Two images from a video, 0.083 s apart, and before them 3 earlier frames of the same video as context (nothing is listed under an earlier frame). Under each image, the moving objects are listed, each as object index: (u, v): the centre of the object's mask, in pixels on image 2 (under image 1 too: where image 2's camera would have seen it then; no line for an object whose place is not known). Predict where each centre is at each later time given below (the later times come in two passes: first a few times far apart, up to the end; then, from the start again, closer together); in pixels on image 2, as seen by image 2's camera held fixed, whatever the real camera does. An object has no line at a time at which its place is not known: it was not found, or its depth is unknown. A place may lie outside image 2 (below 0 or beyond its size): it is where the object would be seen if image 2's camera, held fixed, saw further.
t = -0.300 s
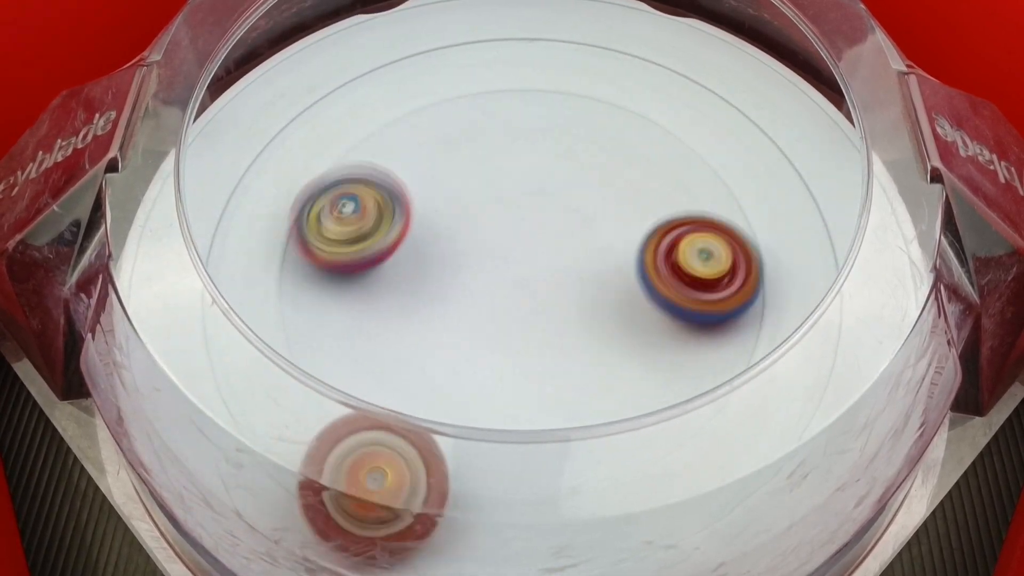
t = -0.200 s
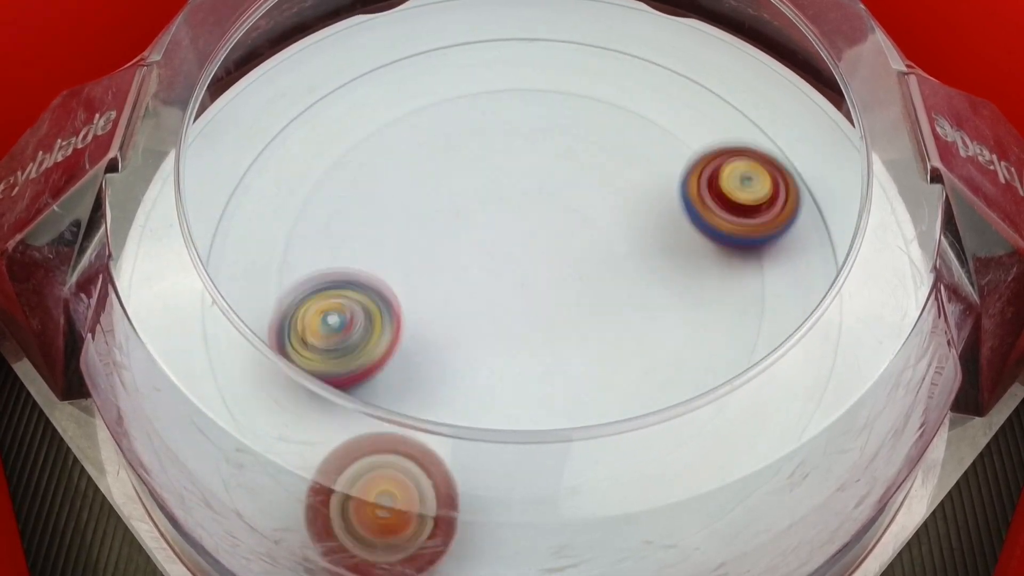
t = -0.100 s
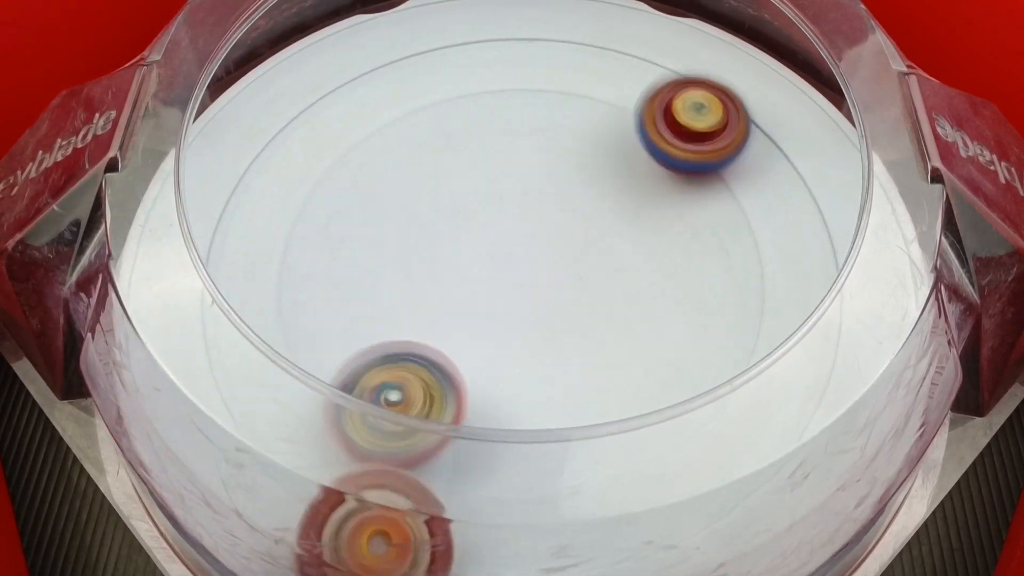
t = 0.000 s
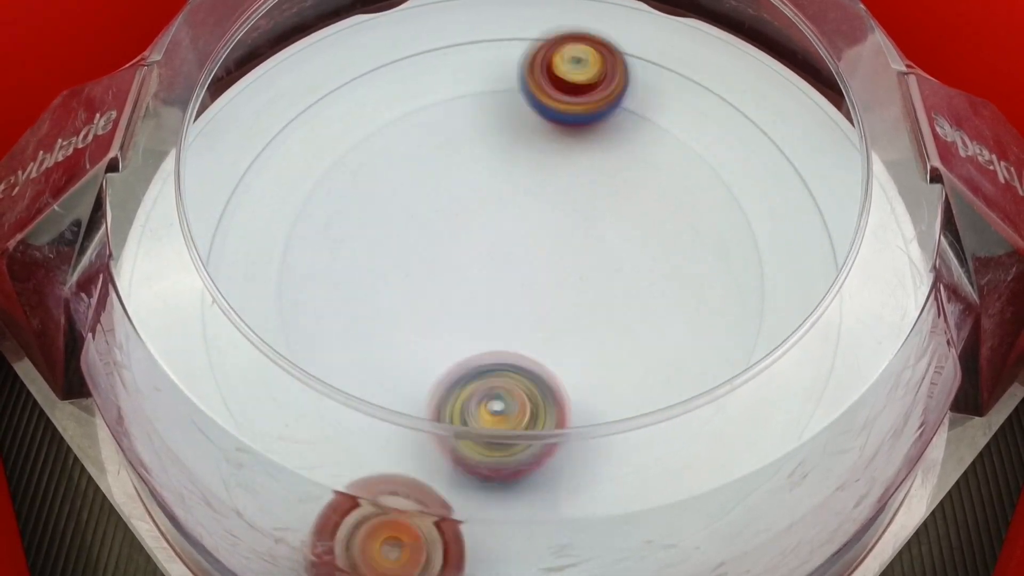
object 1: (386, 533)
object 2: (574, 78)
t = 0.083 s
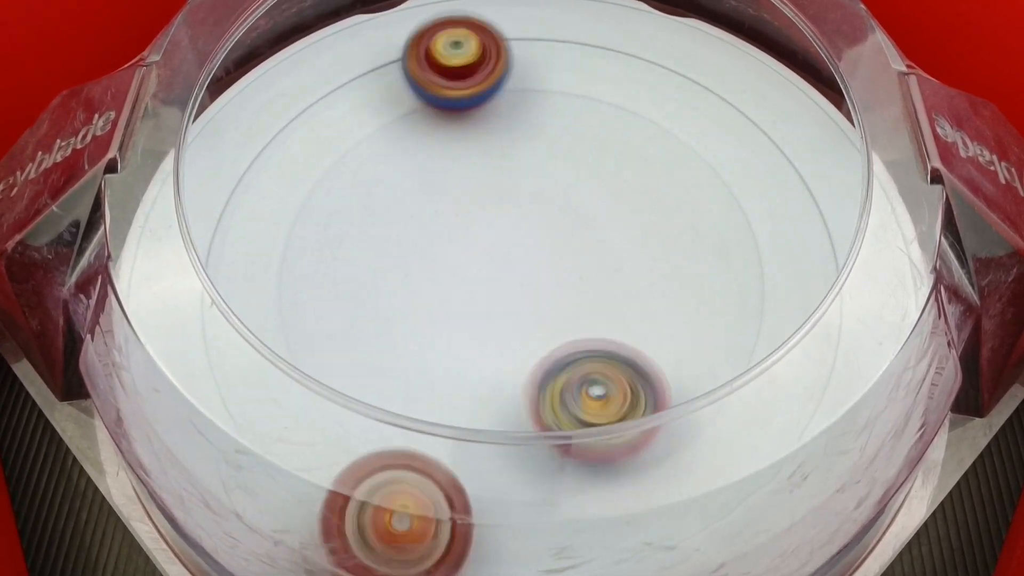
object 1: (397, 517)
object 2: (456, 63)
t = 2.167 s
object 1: (643, 281)
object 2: (382, 451)
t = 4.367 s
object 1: (238, 402)
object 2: (484, 402)
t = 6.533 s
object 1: (649, 136)
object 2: (424, 194)
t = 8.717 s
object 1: (553, 541)
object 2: (330, 81)
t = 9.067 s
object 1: (383, 397)
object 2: (431, 41)
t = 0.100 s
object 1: (399, 512)
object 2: (433, 63)
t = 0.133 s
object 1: (402, 501)
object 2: (393, 60)
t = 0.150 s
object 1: (403, 494)
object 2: (374, 60)
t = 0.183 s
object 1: (404, 487)
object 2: (343, 59)
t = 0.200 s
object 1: (403, 482)
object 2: (330, 68)
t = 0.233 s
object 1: (403, 474)
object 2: (309, 90)
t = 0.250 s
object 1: (405, 457)
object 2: (296, 103)
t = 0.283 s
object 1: (406, 445)
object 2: (279, 130)
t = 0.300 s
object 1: (408, 434)
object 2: (272, 144)
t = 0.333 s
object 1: (412, 415)
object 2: (265, 169)
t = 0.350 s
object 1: (416, 402)
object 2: (263, 183)
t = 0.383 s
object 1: (423, 374)
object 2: (267, 208)
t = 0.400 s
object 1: (426, 367)
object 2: (272, 222)
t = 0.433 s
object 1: (433, 348)
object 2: (286, 250)
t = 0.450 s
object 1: (437, 336)
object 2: (297, 267)
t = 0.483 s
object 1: (462, 313)
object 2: (310, 298)
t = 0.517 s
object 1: (537, 295)
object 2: (287, 305)
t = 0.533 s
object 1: (570, 285)
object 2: (266, 319)
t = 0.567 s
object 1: (633, 259)
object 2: (247, 340)
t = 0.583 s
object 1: (663, 245)
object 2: (238, 349)
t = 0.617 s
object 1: (717, 223)
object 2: (223, 367)
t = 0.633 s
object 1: (740, 214)
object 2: (219, 374)
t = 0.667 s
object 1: (785, 202)
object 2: (224, 386)
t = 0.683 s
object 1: (803, 196)
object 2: (232, 393)
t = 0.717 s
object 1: (823, 184)
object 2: (253, 405)
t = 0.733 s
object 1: (843, 185)
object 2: (263, 410)
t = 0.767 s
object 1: (854, 181)
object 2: (283, 419)
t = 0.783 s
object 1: (857, 184)
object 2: (290, 444)
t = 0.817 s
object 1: (862, 186)
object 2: (311, 482)
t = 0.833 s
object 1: (864, 189)
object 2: (323, 498)
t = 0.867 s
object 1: (864, 196)
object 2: (360, 518)
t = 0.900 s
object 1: (867, 205)
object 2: (406, 529)
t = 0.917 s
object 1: (867, 210)
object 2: (429, 533)
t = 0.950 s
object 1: (865, 224)
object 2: (477, 539)
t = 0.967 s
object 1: (865, 232)
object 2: (499, 542)
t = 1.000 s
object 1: (862, 252)
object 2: (540, 546)
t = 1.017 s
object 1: (858, 261)
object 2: (559, 547)
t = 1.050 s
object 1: (845, 284)
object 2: (596, 551)
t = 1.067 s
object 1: (838, 295)
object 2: (611, 551)
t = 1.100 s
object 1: (821, 320)
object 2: (639, 544)
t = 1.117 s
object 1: (813, 334)
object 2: (652, 540)
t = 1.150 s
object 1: (797, 367)
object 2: (673, 532)
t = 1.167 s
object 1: (790, 384)
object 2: (683, 527)
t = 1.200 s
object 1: (781, 413)
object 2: (694, 519)
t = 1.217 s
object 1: (792, 407)
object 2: (680, 526)
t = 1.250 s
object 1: (812, 398)
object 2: (659, 534)
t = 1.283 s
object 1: (829, 391)
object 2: (635, 541)
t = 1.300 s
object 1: (834, 387)
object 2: (624, 546)
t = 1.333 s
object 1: (837, 379)
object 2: (606, 551)
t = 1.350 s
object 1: (834, 374)
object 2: (593, 552)
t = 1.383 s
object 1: (827, 367)
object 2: (573, 553)
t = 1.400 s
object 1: (822, 362)
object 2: (561, 551)
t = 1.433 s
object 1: (811, 354)
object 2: (540, 551)
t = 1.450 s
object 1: (806, 352)
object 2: (530, 550)
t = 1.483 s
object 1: (796, 348)
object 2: (508, 551)
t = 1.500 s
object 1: (791, 347)
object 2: (499, 550)
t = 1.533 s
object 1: (782, 347)
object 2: (477, 553)
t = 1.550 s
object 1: (777, 347)
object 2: (468, 553)
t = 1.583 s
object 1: (767, 350)
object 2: (446, 550)
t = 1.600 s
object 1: (764, 352)
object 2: (437, 549)
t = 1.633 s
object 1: (755, 357)
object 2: (416, 546)
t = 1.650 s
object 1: (749, 359)
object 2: (406, 543)
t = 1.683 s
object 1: (733, 366)
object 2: (384, 540)
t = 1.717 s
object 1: (711, 369)
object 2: (361, 539)
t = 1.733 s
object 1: (698, 371)
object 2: (351, 537)
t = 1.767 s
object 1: (664, 366)
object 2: (332, 534)
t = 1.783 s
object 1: (650, 369)
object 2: (326, 530)
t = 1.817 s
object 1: (621, 373)
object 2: (310, 527)
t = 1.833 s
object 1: (606, 375)
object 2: (305, 523)
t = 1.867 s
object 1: (573, 375)
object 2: (291, 520)
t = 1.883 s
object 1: (557, 375)
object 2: (286, 518)
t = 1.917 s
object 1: (564, 368)
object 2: (276, 516)
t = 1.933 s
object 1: (579, 363)
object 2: (274, 514)
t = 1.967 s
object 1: (604, 351)
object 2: (272, 510)
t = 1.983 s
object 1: (613, 345)
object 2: (269, 508)
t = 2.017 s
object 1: (630, 331)
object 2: (266, 503)
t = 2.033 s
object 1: (636, 325)
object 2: (254, 512)
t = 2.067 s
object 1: (645, 312)
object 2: (285, 500)
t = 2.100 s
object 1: (649, 301)
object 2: (321, 483)
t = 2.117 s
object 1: (649, 296)
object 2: (338, 477)
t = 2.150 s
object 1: (646, 286)
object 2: (367, 460)
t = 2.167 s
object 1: (643, 281)
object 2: (382, 451)
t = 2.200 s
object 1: (635, 273)
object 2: (410, 438)
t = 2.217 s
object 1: (629, 269)
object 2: (424, 430)
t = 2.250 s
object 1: (616, 263)
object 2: (457, 413)
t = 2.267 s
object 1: (609, 261)
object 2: (476, 404)
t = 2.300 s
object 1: (591, 256)
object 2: (512, 380)
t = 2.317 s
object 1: (582, 254)
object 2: (531, 373)
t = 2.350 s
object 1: (563, 249)
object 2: (569, 352)
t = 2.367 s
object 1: (554, 228)
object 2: (587, 354)
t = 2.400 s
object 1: (538, 191)
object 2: (621, 353)
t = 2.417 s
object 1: (531, 172)
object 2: (637, 349)
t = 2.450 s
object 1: (521, 139)
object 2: (663, 335)
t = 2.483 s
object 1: (514, 112)
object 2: (682, 316)
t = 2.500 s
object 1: (512, 100)
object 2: (689, 305)
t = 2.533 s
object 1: (509, 83)
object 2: (696, 279)
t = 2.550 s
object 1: (507, 78)
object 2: (695, 265)
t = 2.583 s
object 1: (488, 76)
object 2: (687, 237)
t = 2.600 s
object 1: (478, 77)
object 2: (680, 224)
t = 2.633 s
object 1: (462, 82)
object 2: (661, 197)
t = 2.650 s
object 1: (455, 87)
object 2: (647, 184)
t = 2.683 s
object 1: (444, 99)
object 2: (616, 162)
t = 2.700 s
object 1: (440, 105)
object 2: (599, 152)
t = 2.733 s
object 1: (435, 122)
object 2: (561, 135)
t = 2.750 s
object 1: (426, 129)
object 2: (547, 129)
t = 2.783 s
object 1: (385, 138)
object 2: (540, 126)
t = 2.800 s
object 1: (366, 144)
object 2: (534, 127)
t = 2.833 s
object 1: (333, 157)
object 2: (519, 134)
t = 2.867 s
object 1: (307, 171)
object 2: (499, 146)
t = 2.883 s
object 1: (297, 178)
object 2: (489, 153)
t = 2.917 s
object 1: (283, 196)
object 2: (466, 172)
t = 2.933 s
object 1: (278, 204)
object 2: (454, 184)
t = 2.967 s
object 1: (270, 220)
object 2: (432, 210)
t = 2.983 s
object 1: (267, 227)
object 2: (423, 225)
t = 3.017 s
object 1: (265, 240)
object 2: (408, 256)
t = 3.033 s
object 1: (265, 245)
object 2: (405, 271)
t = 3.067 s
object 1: (269, 254)
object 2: (404, 304)
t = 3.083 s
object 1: (271, 257)
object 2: (407, 321)
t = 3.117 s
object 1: (281, 266)
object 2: (420, 353)
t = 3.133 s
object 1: (289, 268)
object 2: (431, 365)
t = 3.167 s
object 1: (310, 271)
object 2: (459, 382)
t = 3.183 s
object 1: (321, 271)
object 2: (476, 388)
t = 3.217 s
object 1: (349, 271)
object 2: (513, 417)
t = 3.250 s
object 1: (379, 267)
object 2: (555, 424)
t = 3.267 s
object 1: (394, 264)
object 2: (577, 423)
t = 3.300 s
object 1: (427, 257)
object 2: (619, 417)
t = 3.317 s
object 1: (443, 252)
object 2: (639, 410)
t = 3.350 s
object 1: (475, 242)
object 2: (677, 391)
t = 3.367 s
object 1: (490, 237)
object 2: (693, 379)
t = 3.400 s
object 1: (519, 229)
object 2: (713, 344)
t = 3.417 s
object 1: (534, 227)
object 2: (725, 331)
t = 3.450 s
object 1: (561, 225)
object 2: (744, 305)
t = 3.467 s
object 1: (574, 226)
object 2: (750, 289)
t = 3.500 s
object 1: (597, 231)
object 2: (751, 253)
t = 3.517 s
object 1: (608, 235)
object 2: (748, 235)
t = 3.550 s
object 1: (625, 247)
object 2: (735, 201)
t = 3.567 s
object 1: (622, 257)
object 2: (735, 179)
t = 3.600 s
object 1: (612, 280)
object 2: (738, 165)
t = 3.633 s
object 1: (601, 301)
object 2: (740, 175)
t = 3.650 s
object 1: (595, 312)
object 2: (737, 183)
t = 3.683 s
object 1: (580, 329)
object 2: (717, 194)
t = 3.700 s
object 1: (572, 338)
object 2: (706, 200)
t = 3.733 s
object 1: (555, 347)
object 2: (681, 207)
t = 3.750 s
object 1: (545, 351)
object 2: (668, 210)
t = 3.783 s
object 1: (527, 353)
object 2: (637, 213)
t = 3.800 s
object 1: (518, 353)
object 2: (621, 213)
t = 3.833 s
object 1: (501, 348)
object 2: (586, 216)
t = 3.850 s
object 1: (492, 344)
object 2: (566, 219)
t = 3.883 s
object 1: (476, 333)
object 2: (528, 227)
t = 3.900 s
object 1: (468, 329)
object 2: (511, 229)
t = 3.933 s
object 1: (436, 340)
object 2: (490, 219)
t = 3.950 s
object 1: (422, 344)
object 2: (481, 216)
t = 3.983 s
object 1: (399, 346)
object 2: (465, 214)
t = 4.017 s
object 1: (381, 342)
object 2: (453, 218)
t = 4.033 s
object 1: (374, 338)
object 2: (448, 221)
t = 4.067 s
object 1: (365, 325)
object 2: (438, 232)
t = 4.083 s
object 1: (361, 319)
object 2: (435, 236)
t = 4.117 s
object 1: (334, 330)
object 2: (448, 226)
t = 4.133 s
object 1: (325, 332)
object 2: (459, 220)
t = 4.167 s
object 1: (295, 349)
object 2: (473, 220)
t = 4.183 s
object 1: (287, 353)
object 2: (463, 236)
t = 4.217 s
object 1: (274, 363)
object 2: (446, 270)
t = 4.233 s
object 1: (269, 367)
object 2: (440, 287)
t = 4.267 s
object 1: (261, 375)
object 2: (436, 323)
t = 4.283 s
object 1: (256, 380)
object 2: (438, 340)
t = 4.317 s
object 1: (250, 386)
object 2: (450, 369)
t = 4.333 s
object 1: (240, 396)
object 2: (460, 377)
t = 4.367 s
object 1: (238, 402)
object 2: (484, 402)
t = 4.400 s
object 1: (237, 405)
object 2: (513, 422)
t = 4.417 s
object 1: (236, 406)
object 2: (530, 428)
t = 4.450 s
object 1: (237, 406)
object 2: (565, 430)
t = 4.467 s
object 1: (238, 406)
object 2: (583, 428)
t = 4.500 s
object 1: (239, 405)
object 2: (620, 423)
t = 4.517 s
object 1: (240, 404)
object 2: (635, 416)
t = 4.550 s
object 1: (242, 405)
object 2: (665, 396)
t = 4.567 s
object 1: (247, 401)
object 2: (676, 385)
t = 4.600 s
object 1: (247, 408)
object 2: (693, 351)
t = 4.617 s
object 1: (248, 409)
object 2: (702, 340)
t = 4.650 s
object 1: (252, 412)
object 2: (711, 313)
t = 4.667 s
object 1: (255, 414)
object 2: (710, 296)
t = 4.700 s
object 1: (260, 418)
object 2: (704, 263)
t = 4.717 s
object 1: (262, 421)
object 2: (697, 248)
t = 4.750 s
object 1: (267, 427)
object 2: (675, 218)
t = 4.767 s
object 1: (270, 429)
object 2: (663, 204)
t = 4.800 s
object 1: (275, 433)
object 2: (633, 180)
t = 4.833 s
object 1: (281, 438)
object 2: (598, 161)
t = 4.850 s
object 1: (284, 440)
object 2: (578, 153)
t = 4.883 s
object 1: (291, 444)
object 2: (539, 143)
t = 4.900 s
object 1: (295, 446)
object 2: (520, 139)
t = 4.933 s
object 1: (302, 450)
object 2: (481, 136)
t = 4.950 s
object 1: (306, 453)
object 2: (460, 136)
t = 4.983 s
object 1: (313, 457)
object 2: (420, 142)
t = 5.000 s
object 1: (316, 459)
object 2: (402, 148)
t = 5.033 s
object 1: (322, 463)
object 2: (367, 161)
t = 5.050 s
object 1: (326, 465)
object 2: (352, 168)
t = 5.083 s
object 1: (334, 468)
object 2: (322, 189)
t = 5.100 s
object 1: (339, 471)
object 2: (310, 201)
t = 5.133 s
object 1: (348, 474)
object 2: (289, 225)
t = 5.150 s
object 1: (353, 476)
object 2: (281, 238)
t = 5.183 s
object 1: (362, 479)
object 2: (273, 267)
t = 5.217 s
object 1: (372, 482)
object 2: (276, 292)
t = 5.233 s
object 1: (378, 483)
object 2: (277, 302)
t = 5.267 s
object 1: (387, 485)
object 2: (278, 315)
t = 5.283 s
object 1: (392, 487)
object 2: (249, 342)
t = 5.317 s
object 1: (403, 490)
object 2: (242, 365)
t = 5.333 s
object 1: (408, 491)
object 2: (237, 374)
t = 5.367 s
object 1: (418, 493)
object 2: (229, 392)
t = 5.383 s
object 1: (423, 494)
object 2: (229, 398)
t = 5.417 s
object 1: (435, 494)
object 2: (239, 412)
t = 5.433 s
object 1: (440, 495)
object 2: (247, 420)
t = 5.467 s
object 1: (452, 495)
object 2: (268, 437)
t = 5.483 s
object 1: (457, 496)
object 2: (280, 445)
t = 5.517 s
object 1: (468, 495)
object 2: (301, 458)
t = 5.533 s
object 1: (473, 496)
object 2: (310, 462)
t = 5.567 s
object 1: (485, 496)
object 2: (326, 467)
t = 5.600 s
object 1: (496, 495)
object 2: (341, 470)
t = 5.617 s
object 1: (506, 493)
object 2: (343, 469)
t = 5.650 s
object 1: (525, 485)
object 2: (346, 468)
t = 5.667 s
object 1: (532, 483)
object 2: (347, 467)
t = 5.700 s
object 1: (547, 476)
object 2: (350, 465)
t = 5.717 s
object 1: (552, 472)
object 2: (351, 463)
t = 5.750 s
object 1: (561, 460)
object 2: (354, 458)
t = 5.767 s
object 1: (562, 453)
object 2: (361, 444)
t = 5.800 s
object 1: (564, 433)
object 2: (369, 434)
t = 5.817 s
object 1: (563, 423)
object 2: (374, 429)
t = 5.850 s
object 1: (560, 396)
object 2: (389, 423)
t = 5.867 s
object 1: (558, 384)
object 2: (402, 413)
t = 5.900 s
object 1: (551, 367)
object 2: (424, 399)
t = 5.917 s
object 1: (559, 347)
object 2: (421, 396)
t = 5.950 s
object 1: (583, 306)
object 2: (412, 395)
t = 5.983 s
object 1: (599, 265)
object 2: (407, 392)
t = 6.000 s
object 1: (605, 243)
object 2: (407, 390)
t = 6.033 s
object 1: (613, 207)
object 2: (417, 377)
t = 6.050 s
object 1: (617, 189)
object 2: (420, 376)
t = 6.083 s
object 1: (620, 161)
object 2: (430, 374)
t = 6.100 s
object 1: (621, 147)
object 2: (437, 373)
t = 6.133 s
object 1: (623, 127)
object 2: (455, 368)
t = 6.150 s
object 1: (623, 119)
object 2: (465, 366)
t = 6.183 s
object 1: (623, 108)
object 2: (490, 357)
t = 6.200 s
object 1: (622, 103)
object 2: (503, 349)
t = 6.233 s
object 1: (622, 99)
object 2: (525, 329)
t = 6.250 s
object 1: (621, 99)
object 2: (534, 317)
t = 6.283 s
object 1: (619, 102)
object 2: (546, 290)
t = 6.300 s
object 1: (617, 105)
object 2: (548, 277)
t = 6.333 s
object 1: (614, 113)
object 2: (550, 251)
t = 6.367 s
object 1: (609, 125)
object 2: (543, 225)
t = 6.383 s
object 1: (607, 132)
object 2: (538, 214)
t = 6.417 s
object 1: (616, 127)
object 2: (514, 206)
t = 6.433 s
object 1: (622, 129)
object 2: (499, 206)
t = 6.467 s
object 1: (632, 127)
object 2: (475, 201)
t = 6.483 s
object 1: (637, 130)
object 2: (460, 198)
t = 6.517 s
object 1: (646, 133)
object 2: (435, 197)
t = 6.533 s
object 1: (649, 136)
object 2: (424, 194)
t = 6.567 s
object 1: (655, 142)
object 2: (399, 194)
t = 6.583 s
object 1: (657, 146)
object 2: (389, 194)
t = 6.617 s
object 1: (659, 156)
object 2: (366, 195)
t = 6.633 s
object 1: (659, 161)
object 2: (357, 198)
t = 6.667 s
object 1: (659, 172)
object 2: (340, 203)
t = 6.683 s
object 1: (658, 178)
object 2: (330, 209)
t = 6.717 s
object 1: (653, 191)
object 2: (321, 221)
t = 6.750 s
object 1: (647, 204)
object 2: (314, 240)
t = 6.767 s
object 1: (643, 210)
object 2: (317, 249)
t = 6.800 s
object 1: (633, 224)
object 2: (327, 268)
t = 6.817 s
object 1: (627, 230)
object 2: (336, 279)
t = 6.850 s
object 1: (613, 243)
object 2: (362, 294)
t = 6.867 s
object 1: (606, 249)
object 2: (376, 301)
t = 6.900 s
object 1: (589, 258)
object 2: (412, 311)
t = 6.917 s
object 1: (581, 264)
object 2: (430, 314)
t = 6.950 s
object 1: (567, 269)
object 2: (463, 318)
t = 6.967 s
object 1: (566, 261)
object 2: (469, 324)
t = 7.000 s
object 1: (562, 249)
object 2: (484, 337)
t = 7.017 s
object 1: (561, 244)
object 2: (495, 339)
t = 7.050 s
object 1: (555, 234)
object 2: (516, 339)
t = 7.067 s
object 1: (553, 227)
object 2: (529, 336)
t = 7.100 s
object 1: (548, 217)
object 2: (549, 324)
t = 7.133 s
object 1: (544, 205)
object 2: (566, 309)
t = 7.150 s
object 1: (543, 199)
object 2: (573, 303)
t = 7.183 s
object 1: (540, 189)
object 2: (585, 288)
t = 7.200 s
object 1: (540, 181)
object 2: (590, 282)
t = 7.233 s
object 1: (537, 168)
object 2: (595, 273)
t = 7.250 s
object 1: (536, 162)
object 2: (597, 264)
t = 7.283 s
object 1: (536, 154)
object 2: (593, 251)
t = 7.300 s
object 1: (536, 149)
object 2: (592, 242)
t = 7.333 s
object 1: (530, 133)
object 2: (586, 237)
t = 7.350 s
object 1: (529, 127)
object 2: (583, 233)
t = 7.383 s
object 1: (526, 115)
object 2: (569, 226)
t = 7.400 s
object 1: (525, 109)
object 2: (562, 224)
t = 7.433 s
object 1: (525, 103)
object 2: (540, 219)
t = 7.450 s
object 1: (525, 100)
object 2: (529, 220)
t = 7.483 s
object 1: (526, 96)
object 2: (506, 222)
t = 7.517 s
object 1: (525, 94)
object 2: (488, 234)
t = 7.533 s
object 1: (525, 94)
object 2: (478, 239)
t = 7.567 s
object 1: (525, 96)
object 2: (466, 258)
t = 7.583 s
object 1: (525, 97)
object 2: (461, 266)
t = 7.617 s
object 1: (524, 102)
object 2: (459, 288)
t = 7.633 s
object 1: (523, 106)
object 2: (460, 296)
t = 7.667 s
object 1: (522, 114)
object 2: (467, 318)
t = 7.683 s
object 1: (521, 119)
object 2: (474, 324)
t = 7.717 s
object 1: (519, 131)
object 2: (491, 341)
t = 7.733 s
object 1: (518, 138)
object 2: (503, 345)
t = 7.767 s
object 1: (515, 153)
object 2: (526, 355)
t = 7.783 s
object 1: (514, 160)
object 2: (540, 355)
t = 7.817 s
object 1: (511, 176)
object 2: (566, 354)
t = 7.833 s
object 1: (510, 185)
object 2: (580, 349)
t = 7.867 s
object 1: (507, 202)
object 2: (601, 339)
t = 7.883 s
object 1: (505, 211)
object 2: (612, 330)
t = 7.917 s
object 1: (501, 228)
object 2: (624, 313)
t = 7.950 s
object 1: (496, 245)
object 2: (630, 290)
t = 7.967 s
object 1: (493, 251)
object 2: (632, 280)
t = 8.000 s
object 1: (486, 265)
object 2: (626, 258)
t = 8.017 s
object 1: (482, 270)
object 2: (622, 248)
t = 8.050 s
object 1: (474, 278)
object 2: (606, 229)
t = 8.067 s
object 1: (468, 281)
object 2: (597, 222)
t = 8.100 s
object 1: (460, 285)
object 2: (573, 206)
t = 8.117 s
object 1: (456, 286)
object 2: (562, 202)
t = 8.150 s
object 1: (447, 287)
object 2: (534, 195)
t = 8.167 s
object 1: (445, 286)
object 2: (522, 194)
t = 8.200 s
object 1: (436, 285)
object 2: (495, 193)
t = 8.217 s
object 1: (430, 293)
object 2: (486, 187)
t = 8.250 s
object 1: (421, 305)
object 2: (466, 180)
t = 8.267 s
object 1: (417, 310)
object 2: (457, 179)
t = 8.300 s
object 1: (411, 317)
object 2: (437, 181)
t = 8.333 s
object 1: (409, 322)
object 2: (420, 186)
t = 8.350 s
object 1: (407, 323)
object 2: (409, 192)
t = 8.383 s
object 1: (408, 324)
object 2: (395, 204)
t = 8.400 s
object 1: (409, 323)
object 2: (385, 212)
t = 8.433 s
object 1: (427, 359)
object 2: (368, 195)
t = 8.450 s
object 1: (438, 381)
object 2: (356, 181)
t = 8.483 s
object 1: (458, 425)
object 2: (341, 157)
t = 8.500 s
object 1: (467, 446)
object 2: (334, 150)
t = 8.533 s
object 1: (487, 494)
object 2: (326, 136)
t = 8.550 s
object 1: (497, 500)
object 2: (324, 132)
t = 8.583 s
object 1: (517, 518)
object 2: (318, 119)
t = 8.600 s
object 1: (524, 523)
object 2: (318, 113)
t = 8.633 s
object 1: (539, 535)
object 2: (315, 98)
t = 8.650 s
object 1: (543, 540)
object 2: (316, 90)
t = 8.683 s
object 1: (548, 541)
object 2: (319, 80)
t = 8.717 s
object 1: (553, 541)
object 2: (330, 81)
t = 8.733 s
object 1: (551, 537)
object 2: (335, 81)
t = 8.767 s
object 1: (548, 531)
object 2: (343, 79)
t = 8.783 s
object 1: (545, 527)
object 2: (349, 78)
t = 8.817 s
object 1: (534, 520)
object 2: (356, 73)
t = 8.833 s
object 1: (527, 516)
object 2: (362, 69)
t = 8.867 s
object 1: (511, 509)
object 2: (370, 60)
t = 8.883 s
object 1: (503, 504)
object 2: (374, 54)
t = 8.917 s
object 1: (485, 492)
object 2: (385, 51)
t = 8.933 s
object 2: (388, 51)
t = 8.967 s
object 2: (399, 50)
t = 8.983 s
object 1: (448, 456)
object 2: (403, 51)
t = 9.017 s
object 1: (424, 435)
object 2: (414, 48)
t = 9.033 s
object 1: (410, 423)
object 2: (419, 45)
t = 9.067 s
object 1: (383, 397)
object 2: (431, 41)
